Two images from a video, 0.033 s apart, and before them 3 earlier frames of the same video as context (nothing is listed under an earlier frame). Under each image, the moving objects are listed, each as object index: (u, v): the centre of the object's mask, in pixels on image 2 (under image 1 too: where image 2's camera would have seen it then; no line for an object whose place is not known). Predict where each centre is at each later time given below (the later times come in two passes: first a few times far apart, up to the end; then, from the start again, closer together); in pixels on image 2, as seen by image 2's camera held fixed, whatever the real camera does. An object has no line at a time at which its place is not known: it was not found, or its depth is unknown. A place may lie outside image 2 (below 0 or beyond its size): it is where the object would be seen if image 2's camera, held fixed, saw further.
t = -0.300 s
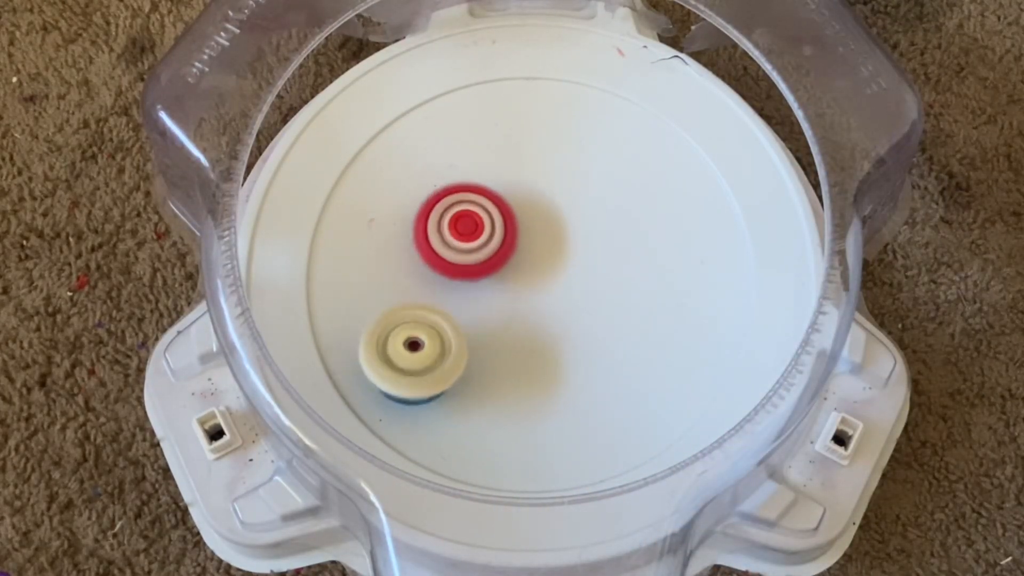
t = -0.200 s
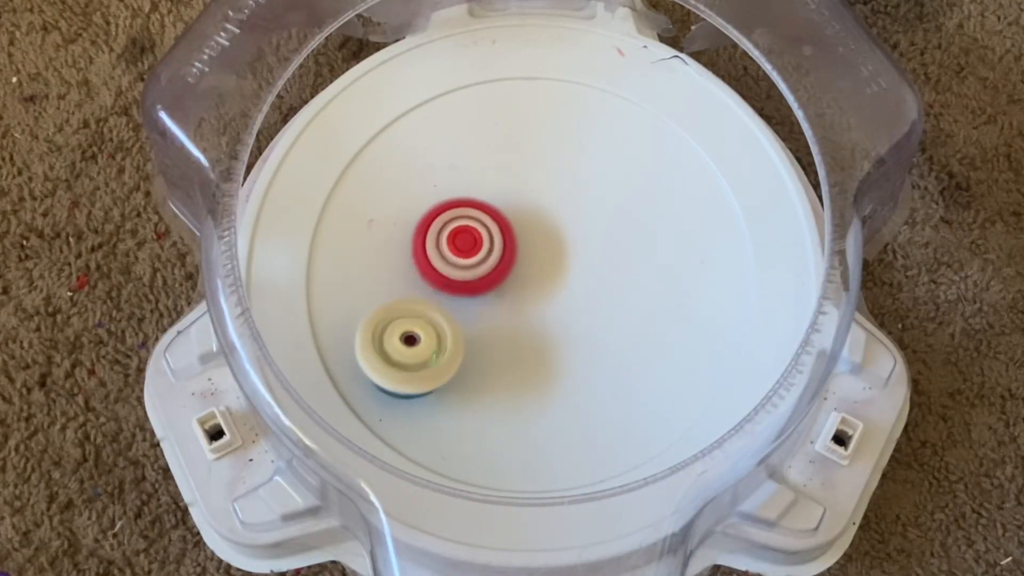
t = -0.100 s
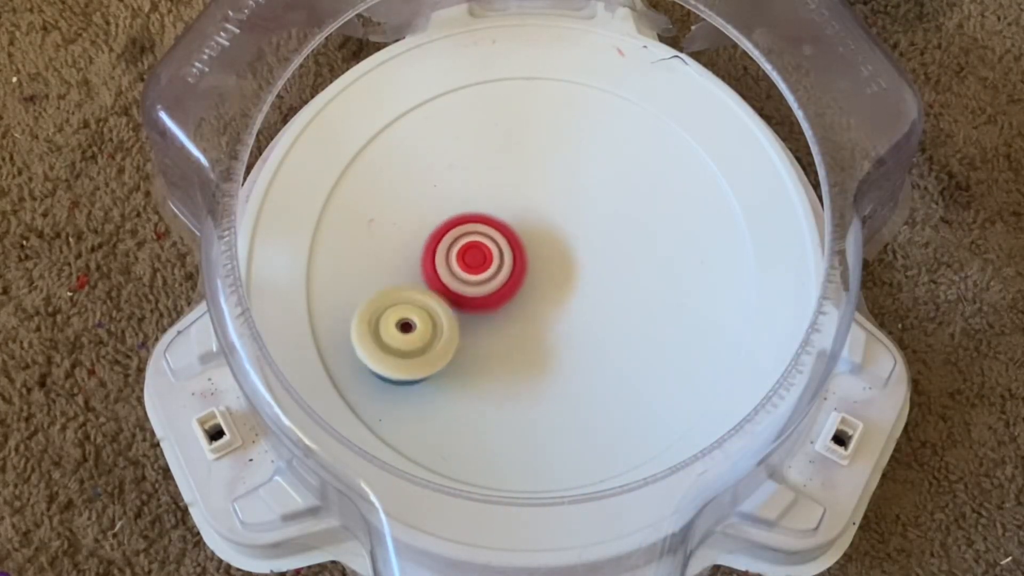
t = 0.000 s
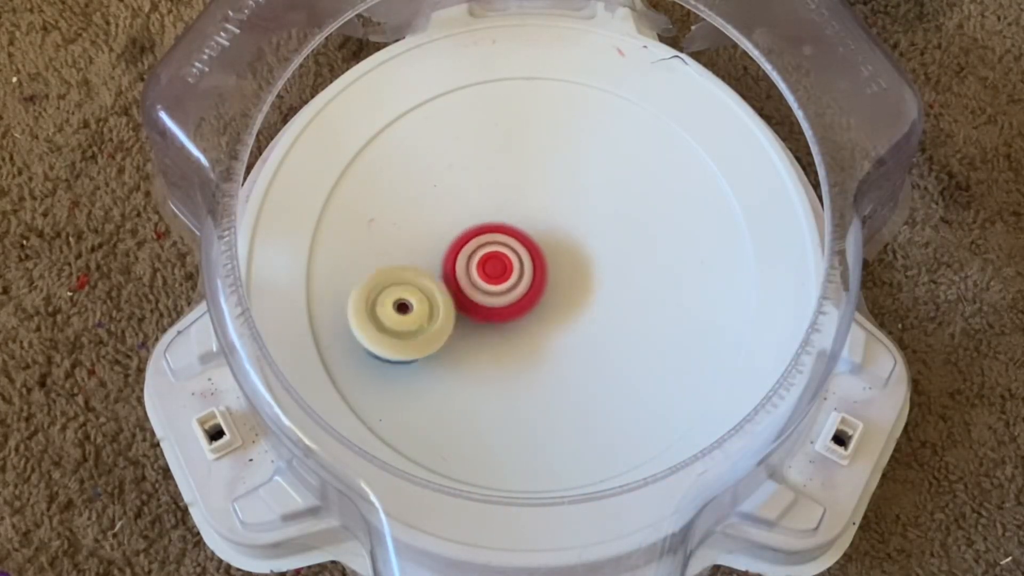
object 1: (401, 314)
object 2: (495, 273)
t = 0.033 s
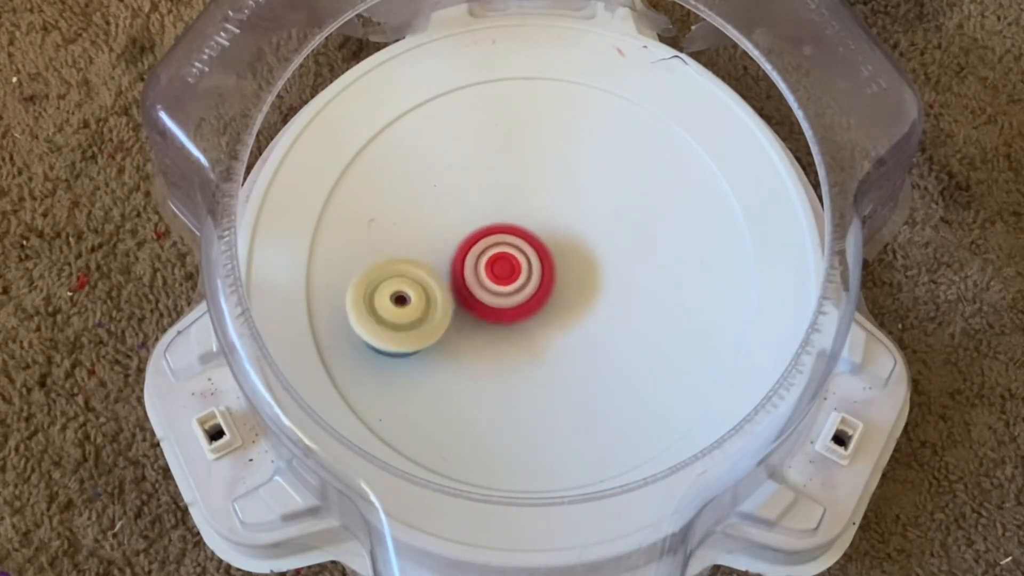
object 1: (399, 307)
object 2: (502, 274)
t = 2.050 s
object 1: (447, 292)
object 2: (593, 267)
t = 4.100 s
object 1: (593, 281)
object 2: (493, 330)
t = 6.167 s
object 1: (551, 124)
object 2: (513, 234)
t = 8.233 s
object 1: (403, 308)
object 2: (541, 158)
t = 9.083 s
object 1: (495, 96)
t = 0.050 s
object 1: (399, 303)
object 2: (507, 274)
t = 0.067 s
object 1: (399, 300)
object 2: (511, 273)
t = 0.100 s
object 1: (397, 292)
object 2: (519, 271)
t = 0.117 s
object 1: (396, 289)
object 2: (523, 269)
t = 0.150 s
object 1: (396, 281)
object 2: (530, 265)
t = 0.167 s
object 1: (395, 278)
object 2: (533, 263)
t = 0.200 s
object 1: (395, 270)
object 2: (539, 258)
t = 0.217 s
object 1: (394, 267)
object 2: (542, 255)
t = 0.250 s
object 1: (394, 260)
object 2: (546, 250)
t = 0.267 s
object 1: (394, 257)
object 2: (548, 248)
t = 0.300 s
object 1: (394, 253)
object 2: (550, 243)
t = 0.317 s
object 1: (395, 251)
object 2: (551, 241)
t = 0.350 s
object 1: (399, 251)
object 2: (552, 236)
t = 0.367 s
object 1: (401, 251)
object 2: (553, 234)
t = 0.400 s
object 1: (406, 253)
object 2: (552, 230)
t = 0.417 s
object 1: (410, 254)
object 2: (551, 228)
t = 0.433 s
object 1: (413, 255)
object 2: (551, 226)
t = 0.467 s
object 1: (419, 257)
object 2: (549, 222)
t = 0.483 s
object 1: (423, 258)
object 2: (548, 220)
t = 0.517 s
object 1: (430, 261)
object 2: (546, 218)
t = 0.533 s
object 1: (433, 263)
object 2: (544, 217)
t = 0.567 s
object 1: (441, 268)
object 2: (541, 215)
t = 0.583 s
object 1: (444, 270)
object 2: (539, 214)
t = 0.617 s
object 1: (450, 273)
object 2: (536, 213)
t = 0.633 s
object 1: (454, 275)
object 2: (535, 213)
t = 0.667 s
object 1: (459, 278)
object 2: (531, 213)
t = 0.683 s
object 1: (461, 278)
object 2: (529, 213)
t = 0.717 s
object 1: (464, 280)
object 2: (528, 213)
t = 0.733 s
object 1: (460, 286)
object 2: (531, 209)
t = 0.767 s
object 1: (452, 298)
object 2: (540, 202)
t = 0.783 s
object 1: (449, 302)
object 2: (544, 199)
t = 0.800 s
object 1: (446, 305)
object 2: (546, 198)
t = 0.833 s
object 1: (441, 311)
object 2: (547, 196)
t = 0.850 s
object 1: (438, 312)
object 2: (547, 197)
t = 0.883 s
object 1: (435, 312)
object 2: (544, 198)
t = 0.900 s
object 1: (434, 312)
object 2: (542, 199)
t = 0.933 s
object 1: (434, 312)
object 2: (537, 201)
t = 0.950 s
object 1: (434, 312)
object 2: (535, 203)
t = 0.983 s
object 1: (437, 311)
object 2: (531, 206)
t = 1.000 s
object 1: (439, 311)
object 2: (530, 208)
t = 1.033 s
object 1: (444, 309)
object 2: (526, 214)
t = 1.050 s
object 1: (446, 309)
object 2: (525, 216)
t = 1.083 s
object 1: (453, 308)
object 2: (523, 222)
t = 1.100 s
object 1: (456, 307)
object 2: (523, 224)
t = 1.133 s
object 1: (464, 305)
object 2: (524, 229)
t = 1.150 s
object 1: (468, 304)
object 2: (526, 232)
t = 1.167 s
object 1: (466, 309)
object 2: (532, 231)
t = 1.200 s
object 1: (453, 325)
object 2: (557, 216)
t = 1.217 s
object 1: (447, 332)
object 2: (568, 211)
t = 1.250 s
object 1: (438, 341)
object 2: (586, 200)
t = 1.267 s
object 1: (435, 344)
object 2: (593, 196)
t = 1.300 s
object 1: (430, 345)
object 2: (601, 189)
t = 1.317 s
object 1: (430, 344)
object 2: (604, 187)
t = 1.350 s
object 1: (429, 342)
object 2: (604, 182)
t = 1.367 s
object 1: (430, 341)
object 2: (602, 179)
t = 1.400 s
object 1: (431, 338)
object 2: (597, 176)
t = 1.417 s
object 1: (432, 336)
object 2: (594, 174)
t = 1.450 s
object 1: (434, 332)
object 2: (586, 172)
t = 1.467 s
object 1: (435, 331)
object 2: (583, 172)
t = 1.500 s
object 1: (438, 328)
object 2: (575, 171)
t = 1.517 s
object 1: (439, 327)
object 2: (571, 171)
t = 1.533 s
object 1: (441, 326)
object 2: (567, 172)
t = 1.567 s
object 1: (443, 323)
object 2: (559, 175)
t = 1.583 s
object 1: (445, 322)
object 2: (556, 177)
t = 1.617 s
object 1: (447, 319)
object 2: (548, 182)
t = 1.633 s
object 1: (448, 318)
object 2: (544, 186)
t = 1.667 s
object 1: (451, 315)
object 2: (538, 194)
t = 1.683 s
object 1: (452, 314)
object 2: (535, 198)
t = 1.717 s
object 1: (454, 312)
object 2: (531, 207)
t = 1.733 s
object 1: (455, 310)
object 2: (530, 212)
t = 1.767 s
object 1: (457, 307)
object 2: (529, 222)
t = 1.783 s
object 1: (458, 305)
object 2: (529, 227)
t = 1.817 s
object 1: (459, 302)
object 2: (532, 237)
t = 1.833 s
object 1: (459, 301)
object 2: (535, 241)
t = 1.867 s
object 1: (450, 304)
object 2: (546, 245)
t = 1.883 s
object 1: (448, 305)
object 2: (553, 247)
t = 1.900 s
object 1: (446, 304)
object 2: (559, 249)
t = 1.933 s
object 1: (446, 304)
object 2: (569, 255)
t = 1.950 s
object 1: (446, 303)
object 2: (573, 257)
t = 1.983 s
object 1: (446, 301)
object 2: (581, 261)
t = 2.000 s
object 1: (446, 299)
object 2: (584, 263)
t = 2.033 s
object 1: (447, 294)
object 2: (590, 266)
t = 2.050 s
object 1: (447, 292)
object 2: (593, 267)
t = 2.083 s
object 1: (447, 287)
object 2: (598, 268)
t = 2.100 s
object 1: (447, 284)
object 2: (601, 269)
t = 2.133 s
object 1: (448, 278)
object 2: (605, 269)
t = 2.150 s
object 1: (448, 275)
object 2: (607, 268)
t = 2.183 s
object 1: (449, 268)
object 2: (610, 268)
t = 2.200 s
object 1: (450, 265)
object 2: (611, 268)
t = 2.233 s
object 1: (451, 257)
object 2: (614, 267)
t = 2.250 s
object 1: (452, 254)
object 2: (615, 266)
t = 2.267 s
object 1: (453, 250)
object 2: (616, 266)
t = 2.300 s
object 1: (456, 242)
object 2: (617, 265)
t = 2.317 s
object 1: (458, 239)
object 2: (618, 264)
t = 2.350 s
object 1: (462, 232)
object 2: (619, 263)
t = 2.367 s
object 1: (464, 228)
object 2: (618, 262)
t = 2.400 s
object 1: (468, 221)
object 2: (617, 261)
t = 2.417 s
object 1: (470, 219)
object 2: (616, 260)
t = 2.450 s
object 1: (476, 213)
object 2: (615, 259)
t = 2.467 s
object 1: (479, 210)
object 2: (613, 259)
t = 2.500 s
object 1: (485, 205)
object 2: (611, 259)
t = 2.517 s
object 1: (488, 202)
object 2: (610, 260)
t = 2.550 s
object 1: (495, 199)
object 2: (607, 261)
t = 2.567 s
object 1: (498, 198)
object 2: (605, 262)
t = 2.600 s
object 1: (505, 195)
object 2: (602, 264)
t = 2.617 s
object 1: (509, 194)
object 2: (600, 265)
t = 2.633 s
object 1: (512, 193)
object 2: (598, 266)
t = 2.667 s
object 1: (518, 190)
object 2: (594, 269)
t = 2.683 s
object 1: (521, 189)
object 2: (592, 271)
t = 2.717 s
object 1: (527, 188)
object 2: (588, 274)
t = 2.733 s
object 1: (530, 188)
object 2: (586, 276)
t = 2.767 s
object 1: (535, 188)
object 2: (582, 279)
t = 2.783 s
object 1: (538, 188)
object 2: (580, 281)
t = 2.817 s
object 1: (543, 189)
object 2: (576, 284)
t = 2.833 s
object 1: (546, 189)
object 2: (574, 286)
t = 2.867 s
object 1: (550, 189)
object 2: (570, 289)
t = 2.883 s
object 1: (552, 190)
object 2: (569, 291)
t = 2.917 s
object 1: (555, 191)
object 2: (566, 294)
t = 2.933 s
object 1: (557, 192)
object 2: (565, 297)
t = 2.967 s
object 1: (560, 194)
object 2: (562, 301)
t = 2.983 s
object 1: (562, 194)
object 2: (561, 304)
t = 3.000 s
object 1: (563, 195)
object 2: (560, 306)
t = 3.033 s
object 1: (566, 197)
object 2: (558, 311)
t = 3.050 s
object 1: (567, 198)
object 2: (557, 313)
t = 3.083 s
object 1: (569, 199)
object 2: (555, 318)
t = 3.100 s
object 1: (570, 201)
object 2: (554, 321)
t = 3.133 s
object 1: (572, 203)
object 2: (552, 325)
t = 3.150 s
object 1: (573, 204)
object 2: (551, 326)
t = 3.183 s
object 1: (574, 206)
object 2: (550, 330)
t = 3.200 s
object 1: (575, 207)
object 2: (550, 331)
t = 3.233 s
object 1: (576, 209)
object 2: (550, 334)
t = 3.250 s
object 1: (577, 210)
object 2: (549, 335)
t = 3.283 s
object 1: (579, 212)
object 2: (549, 337)
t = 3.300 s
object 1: (579, 213)
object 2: (549, 338)
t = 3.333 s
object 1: (580, 216)
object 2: (550, 339)
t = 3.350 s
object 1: (581, 217)
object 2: (550, 340)
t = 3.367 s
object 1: (581, 218)
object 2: (551, 340)
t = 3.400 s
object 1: (583, 220)
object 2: (551, 341)
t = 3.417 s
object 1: (583, 221)
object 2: (552, 341)
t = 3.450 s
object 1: (585, 224)
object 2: (552, 340)
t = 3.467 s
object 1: (586, 225)
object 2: (553, 340)
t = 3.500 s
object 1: (587, 228)
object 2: (553, 340)
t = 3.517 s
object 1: (587, 229)
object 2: (553, 339)
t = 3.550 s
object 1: (589, 232)
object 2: (553, 339)
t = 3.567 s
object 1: (589, 234)
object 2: (552, 338)
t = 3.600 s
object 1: (591, 237)
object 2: (551, 337)
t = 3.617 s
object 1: (591, 239)
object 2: (550, 337)
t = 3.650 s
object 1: (593, 242)
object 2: (548, 335)
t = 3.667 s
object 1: (594, 243)
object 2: (546, 334)
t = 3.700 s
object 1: (595, 245)
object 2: (542, 335)
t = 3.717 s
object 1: (596, 246)
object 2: (540, 335)
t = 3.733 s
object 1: (596, 247)
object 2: (538, 334)
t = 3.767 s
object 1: (596, 250)
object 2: (535, 333)
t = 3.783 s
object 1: (596, 251)
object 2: (533, 332)
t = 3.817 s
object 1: (597, 253)
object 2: (528, 332)
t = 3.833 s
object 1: (598, 254)
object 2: (524, 332)
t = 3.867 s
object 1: (598, 257)
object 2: (519, 333)
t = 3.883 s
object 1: (598, 258)
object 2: (517, 333)
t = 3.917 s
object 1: (598, 261)
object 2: (513, 333)
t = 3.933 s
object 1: (598, 262)
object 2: (510, 333)
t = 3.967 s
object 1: (598, 265)
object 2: (506, 333)
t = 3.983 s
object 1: (597, 267)
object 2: (504, 333)
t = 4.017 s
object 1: (596, 271)
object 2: (501, 332)
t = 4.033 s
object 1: (596, 272)
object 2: (499, 332)
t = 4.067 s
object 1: (594, 277)
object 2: (496, 331)
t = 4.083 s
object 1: (594, 279)
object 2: (494, 331)
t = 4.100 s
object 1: (593, 281)
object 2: (493, 330)
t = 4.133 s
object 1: (591, 286)
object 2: (491, 330)
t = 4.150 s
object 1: (591, 288)
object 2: (489, 329)
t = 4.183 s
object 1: (588, 293)
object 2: (487, 328)
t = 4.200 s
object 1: (587, 295)
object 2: (485, 328)
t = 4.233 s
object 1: (584, 300)
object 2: (483, 327)
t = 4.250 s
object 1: (584, 302)
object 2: (480, 327)
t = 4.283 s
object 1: (581, 306)
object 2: (476, 326)
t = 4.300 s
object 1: (580, 307)
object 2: (475, 325)
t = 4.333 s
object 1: (577, 308)
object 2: (471, 325)
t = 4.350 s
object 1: (576, 308)
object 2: (470, 324)
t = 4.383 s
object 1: (575, 308)
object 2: (467, 323)
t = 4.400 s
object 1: (574, 308)
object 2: (466, 323)
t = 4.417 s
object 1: (574, 307)
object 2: (465, 322)
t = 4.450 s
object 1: (574, 305)
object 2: (463, 321)
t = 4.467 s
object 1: (574, 303)
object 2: (462, 320)
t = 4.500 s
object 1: (575, 299)
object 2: (462, 319)
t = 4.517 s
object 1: (575, 295)
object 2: (461, 318)
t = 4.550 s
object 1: (578, 287)
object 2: (461, 316)
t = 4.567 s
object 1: (580, 281)
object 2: (460, 315)
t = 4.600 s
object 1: (583, 269)
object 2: (460, 313)
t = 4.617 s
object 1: (585, 262)
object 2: (459, 312)
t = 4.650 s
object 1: (588, 247)
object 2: (459, 310)
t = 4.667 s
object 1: (589, 239)
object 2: (459, 309)
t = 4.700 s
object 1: (591, 222)
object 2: (459, 307)
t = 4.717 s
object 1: (592, 215)
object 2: (459, 306)
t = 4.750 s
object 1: (591, 199)
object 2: (459, 303)
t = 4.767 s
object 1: (590, 191)
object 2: (459, 302)
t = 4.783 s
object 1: (588, 184)
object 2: (459, 300)
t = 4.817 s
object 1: (583, 169)
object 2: (459, 297)
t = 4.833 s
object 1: (579, 162)
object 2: (459, 295)
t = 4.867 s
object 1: (571, 150)
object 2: (459, 292)
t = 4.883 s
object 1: (566, 144)
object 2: (459, 290)
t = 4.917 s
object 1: (555, 135)
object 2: (460, 286)
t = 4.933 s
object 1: (550, 131)
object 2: (460, 284)
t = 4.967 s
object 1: (535, 126)
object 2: (460, 280)
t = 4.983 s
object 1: (528, 125)
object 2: (460, 278)
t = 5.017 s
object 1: (513, 124)
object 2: (460, 274)
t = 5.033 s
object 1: (506, 125)
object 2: (460, 273)
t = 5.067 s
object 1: (489, 130)
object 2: (460, 269)
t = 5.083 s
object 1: (482, 134)
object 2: (460, 267)
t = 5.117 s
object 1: (468, 147)
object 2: (460, 264)
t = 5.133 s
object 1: (462, 156)
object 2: (460, 262)
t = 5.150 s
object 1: (456, 165)
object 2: (460, 262)
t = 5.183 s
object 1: (455, 156)
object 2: (456, 291)
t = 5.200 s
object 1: (454, 153)
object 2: (455, 307)
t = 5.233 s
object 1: (455, 148)
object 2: (453, 335)
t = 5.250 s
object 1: (455, 149)
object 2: (453, 347)
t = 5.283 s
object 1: (455, 152)
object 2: (456, 370)
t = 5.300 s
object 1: (455, 156)
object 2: (458, 378)
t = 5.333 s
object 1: (457, 164)
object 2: (466, 390)
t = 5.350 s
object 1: (459, 170)
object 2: (470, 394)
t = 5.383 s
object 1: (466, 182)
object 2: (482, 396)
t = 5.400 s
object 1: (470, 188)
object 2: (489, 395)
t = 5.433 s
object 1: (481, 201)
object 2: (503, 389)
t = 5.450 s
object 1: (489, 207)
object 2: (510, 385)
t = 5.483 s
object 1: (505, 217)
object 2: (525, 376)
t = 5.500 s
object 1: (513, 221)
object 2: (532, 371)
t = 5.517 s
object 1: (522, 225)
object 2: (539, 366)
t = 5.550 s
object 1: (540, 230)
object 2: (551, 355)
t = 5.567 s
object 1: (549, 231)
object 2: (557, 349)
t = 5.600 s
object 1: (567, 232)
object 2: (566, 337)
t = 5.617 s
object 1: (576, 229)
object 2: (571, 333)
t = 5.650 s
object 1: (594, 221)
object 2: (578, 324)
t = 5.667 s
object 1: (601, 216)
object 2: (581, 318)
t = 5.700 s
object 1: (614, 205)
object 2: (586, 304)
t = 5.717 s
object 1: (619, 200)
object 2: (589, 297)
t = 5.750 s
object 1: (627, 189)
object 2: (592, 281)
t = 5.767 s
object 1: (630, 183)
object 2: (593, 273)
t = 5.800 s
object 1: (637, 170)
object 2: (593, 259)
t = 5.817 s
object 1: (639, 164)
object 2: (593, 253)
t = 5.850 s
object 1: (641, 153)
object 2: (591, 241)
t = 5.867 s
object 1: (641, 148)
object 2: (589, 236)
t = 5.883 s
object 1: (641, 143)
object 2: (588, 232)
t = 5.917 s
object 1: (636, 135)
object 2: (585, 223)
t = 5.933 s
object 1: (633, 131)
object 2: (583, 218)
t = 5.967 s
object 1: (625, 125)
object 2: (579, 211)
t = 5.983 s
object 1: (620, 122)
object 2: (577, 207)
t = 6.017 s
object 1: (615, 108)
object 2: (561, 214)
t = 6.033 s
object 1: (611, 104)
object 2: (553, 217)
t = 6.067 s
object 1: (600, 100)
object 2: (538, 224)
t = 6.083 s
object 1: (593, 100)
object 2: (532, 227)
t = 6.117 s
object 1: (577, 105)
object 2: (522, 231)
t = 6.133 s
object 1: (568, 110)
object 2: (518, 232)
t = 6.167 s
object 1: (551, 124)
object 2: (513, 234)
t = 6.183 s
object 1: (543, 133)
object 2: (511, 235)
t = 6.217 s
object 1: (538, 135)
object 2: (496, 258)
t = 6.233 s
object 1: (542, 128)
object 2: (481, 285)
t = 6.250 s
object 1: (546, 121)
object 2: (468, 309)
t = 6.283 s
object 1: (552, 115)
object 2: (442, 357)
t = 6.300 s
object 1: (552, 115)
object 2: (432, 377)
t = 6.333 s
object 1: (550, 118)
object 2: (420, 415)
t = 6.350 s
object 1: (548, 123)
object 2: (422, 428)
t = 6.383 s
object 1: (544, 134)
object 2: (439, 455)
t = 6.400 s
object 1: (542, 141)
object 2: (452, 465)
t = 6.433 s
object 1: (540, 158)
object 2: (486, 479)
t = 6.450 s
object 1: (540, 167)
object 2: (504, 482)
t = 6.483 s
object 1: (542, 186)
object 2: (536, 483)
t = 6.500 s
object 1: (544, 197)
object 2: (550, 481)
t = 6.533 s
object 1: (550, 217)
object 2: (583, 473)
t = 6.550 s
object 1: (555, 228)
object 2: (602, 467)
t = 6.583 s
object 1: (564, 246)
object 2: (647, 441)
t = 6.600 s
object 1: (570, 255)
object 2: (666, 421)
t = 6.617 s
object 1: (577, 263)
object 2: (689, 402)
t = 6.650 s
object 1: (591, 277)
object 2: (727, 346)
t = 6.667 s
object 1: (598, 282)
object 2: (738, 310)
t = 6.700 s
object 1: (610, 291)
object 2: (739, 232)
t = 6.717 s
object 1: (618, 295)
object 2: (730, 193)
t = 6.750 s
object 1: (631, 301)
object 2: (693, 123)
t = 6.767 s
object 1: (637, 302)
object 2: (670, 94)
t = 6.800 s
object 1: (650, 303)
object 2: (624, 48)
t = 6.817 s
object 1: (656, 304)
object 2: (599, 39)
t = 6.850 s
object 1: (664, 303)
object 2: (535, 38)
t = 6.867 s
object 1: (669, 302)
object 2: (504, 40)
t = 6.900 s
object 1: (678, 301)
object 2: (444, 50)
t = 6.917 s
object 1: (681, 300)
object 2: (415, 61)
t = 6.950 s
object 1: (688, 297)
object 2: (357, 90)
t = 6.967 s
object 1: (691, 295)
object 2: (331, 106)
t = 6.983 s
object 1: (693, 293)
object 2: (309, 126)
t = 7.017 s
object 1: (695, 289)
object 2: (281, 185)
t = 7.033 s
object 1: (695, 286)
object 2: (261, 212)
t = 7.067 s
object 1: (695, 281)
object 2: (298, 266)
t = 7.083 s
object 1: (692, 279)
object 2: (318, 290)
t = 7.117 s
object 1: (684, 273)
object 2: (362, 340)
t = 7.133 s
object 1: (679, 271)
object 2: (385, 361)
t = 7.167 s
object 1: (667, 267)
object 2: (434, 396)
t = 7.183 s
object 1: (659, 266)
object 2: (458, 410)
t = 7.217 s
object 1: (643, 267)
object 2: (507, 432)
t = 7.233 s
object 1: (634, 267)
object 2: (531, 438)
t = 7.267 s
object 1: (615, 271)
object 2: (577, 443)
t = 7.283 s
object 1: (605, 274)
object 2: (597, 440)
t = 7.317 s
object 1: (584, 281)
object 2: (636, 429)
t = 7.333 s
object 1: (575, 286)
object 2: (655, 421)
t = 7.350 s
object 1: (565, 292)
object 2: (671, 408)
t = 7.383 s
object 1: (547, 303)
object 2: (698, 381)
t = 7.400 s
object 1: (539, 310)
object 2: (709, 367)
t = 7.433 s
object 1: (523, 322)
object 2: (723, 338)
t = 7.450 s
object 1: (517, 330)
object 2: (727, 324)
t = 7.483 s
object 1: (507, 343)
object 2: (731, 296)
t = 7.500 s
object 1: (503, 349)
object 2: (732, 284)
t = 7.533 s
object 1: (498, 361)
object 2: (728, 263)
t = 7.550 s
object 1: (496, 366)
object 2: (724, 253)
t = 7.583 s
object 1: (493, 376)
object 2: (714, 235)
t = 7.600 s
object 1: (494, 380)
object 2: (708, 227)
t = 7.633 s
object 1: (493, 388)
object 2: (696, 214)
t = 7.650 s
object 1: (494, 391)
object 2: (689, 209)
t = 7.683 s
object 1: (496, 396)
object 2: (673, 200)
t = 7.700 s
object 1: (496, 399)
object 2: (665, 196)
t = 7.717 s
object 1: (498, 400)
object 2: (658, 192)
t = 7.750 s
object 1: (501, 402)
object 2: (643, 188)
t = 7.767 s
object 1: (504, 402)
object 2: (636, 186)
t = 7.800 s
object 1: (508, 401)
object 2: (621, 185)
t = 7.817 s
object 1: (510, 400)
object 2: (614, 184)
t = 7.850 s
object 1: (514, 397)
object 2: (601, 183)
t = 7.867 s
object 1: (515, 395)
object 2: (595, 183)
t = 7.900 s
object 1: (520, 387)
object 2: (585, 184)
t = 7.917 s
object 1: (520, 384)
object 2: (580, 184)
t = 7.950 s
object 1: (520, 374)
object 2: (569, 184)
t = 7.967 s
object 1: (520, 368)
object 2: (565, 184)
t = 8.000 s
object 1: (516, 356)
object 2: (555, 185)
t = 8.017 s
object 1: (515, 349)
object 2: (550, 186)
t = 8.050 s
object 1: (507, 335)
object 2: (541, 188)
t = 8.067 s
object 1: (504, 328)
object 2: (536, 189)
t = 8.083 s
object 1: (501, 321)
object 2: (531, 190)
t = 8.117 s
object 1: (490, 307)
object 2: (522, 193)
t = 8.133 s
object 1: (486, 301)
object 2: (517, 194)
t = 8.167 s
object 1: (473, 288)
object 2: (509, 198)
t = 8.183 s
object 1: (468, 283)
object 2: (505, 199)
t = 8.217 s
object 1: (427, 294)
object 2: (526, 173)
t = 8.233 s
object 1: (403, 308)
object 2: (541, 158)
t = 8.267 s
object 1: (356, 335)
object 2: (568, 131)
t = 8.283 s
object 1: (336, 342)
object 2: (580, 120)
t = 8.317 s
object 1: (312, 354)
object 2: (594, 104)
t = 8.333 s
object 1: (311, 361)
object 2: (601, 98)
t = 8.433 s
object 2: (579, 119)
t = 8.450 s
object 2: (571, 126)
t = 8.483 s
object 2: (558, 140)
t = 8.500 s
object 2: (551, 148)
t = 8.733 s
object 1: (619, 186)
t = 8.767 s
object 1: (616, 163)
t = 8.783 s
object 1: (613, 152)
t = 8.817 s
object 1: (602, 133)
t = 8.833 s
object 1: (597, 126)
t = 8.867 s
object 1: (585, 112)
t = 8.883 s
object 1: (578, 106)
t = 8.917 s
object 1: (566, 97)
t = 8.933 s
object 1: (559, 93)
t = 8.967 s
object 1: (546, 89)
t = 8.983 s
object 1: (538, 88)
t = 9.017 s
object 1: (524, 88)
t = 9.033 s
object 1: (518, 90)
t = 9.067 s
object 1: (503, 93)
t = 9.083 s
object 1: (495, 96)
